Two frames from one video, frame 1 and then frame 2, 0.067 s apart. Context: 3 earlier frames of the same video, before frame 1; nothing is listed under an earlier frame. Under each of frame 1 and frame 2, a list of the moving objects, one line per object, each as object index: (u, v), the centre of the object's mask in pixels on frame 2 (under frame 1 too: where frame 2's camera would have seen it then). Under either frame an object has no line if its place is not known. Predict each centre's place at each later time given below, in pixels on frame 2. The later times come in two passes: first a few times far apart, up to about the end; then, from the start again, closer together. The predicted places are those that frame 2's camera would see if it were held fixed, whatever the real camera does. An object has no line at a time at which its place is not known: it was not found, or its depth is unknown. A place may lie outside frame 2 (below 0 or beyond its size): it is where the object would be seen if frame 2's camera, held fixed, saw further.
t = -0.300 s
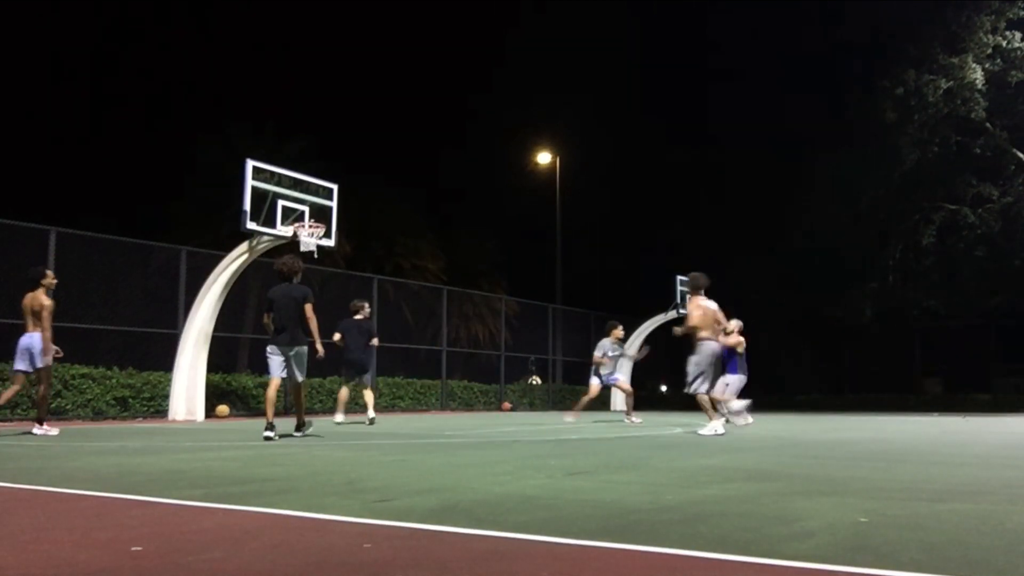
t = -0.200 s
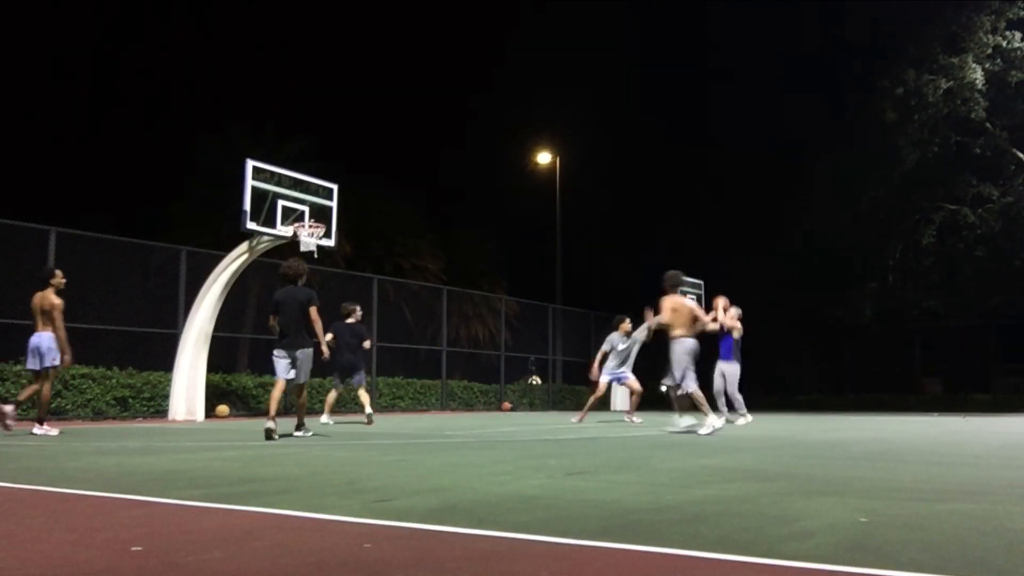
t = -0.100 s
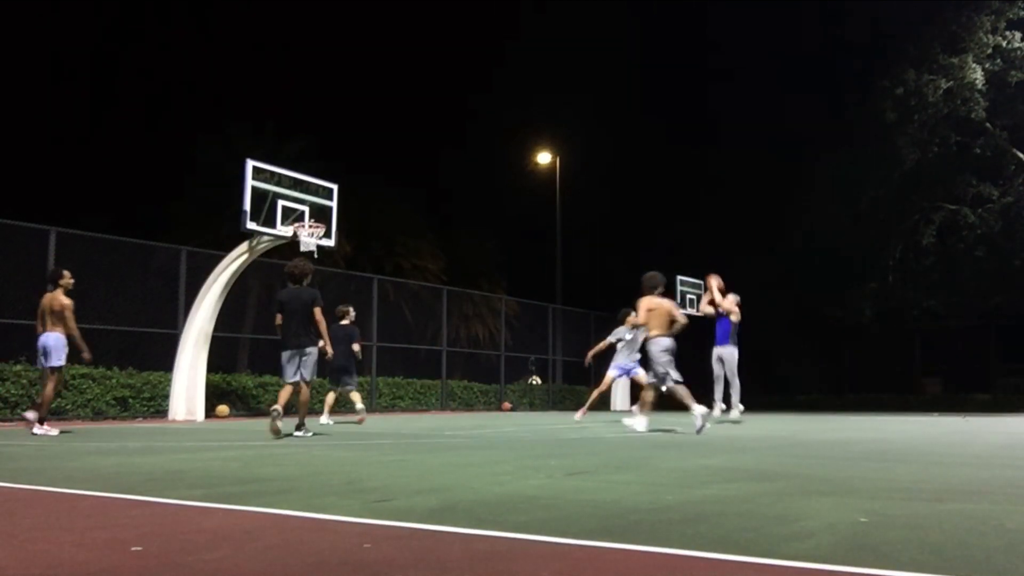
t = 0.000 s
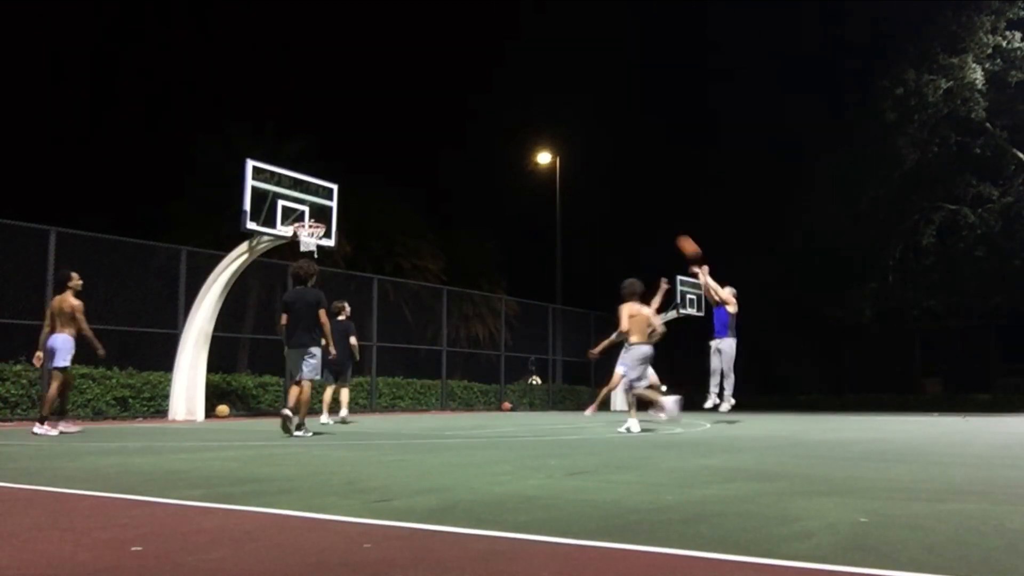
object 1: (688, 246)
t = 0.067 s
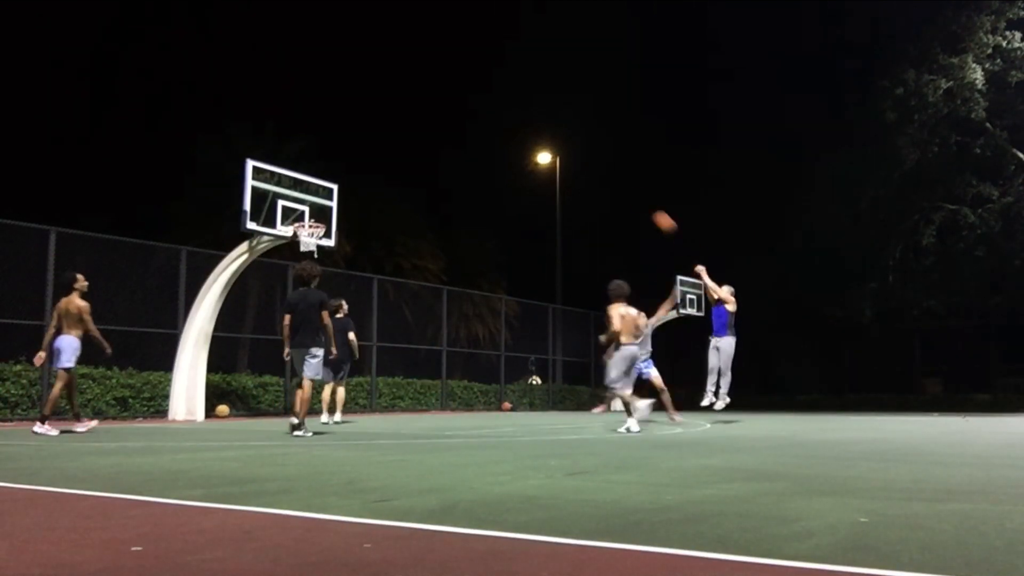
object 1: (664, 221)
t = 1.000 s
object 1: (361, 175)
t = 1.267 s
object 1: (306, 248)
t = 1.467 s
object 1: (324, 277)
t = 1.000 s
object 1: (361, 175)
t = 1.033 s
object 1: (351, 183)
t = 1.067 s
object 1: (342, 190)
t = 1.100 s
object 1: (328, 201)
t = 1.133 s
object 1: (319, 212)
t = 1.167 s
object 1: (313, 217)
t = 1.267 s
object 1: (306, 248)
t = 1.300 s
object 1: (308, 249)
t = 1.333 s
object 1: (311, 254)
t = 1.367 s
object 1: (314, 257)
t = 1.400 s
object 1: (318, 263)
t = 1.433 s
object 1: (321, 270)
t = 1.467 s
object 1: (324, 277)
